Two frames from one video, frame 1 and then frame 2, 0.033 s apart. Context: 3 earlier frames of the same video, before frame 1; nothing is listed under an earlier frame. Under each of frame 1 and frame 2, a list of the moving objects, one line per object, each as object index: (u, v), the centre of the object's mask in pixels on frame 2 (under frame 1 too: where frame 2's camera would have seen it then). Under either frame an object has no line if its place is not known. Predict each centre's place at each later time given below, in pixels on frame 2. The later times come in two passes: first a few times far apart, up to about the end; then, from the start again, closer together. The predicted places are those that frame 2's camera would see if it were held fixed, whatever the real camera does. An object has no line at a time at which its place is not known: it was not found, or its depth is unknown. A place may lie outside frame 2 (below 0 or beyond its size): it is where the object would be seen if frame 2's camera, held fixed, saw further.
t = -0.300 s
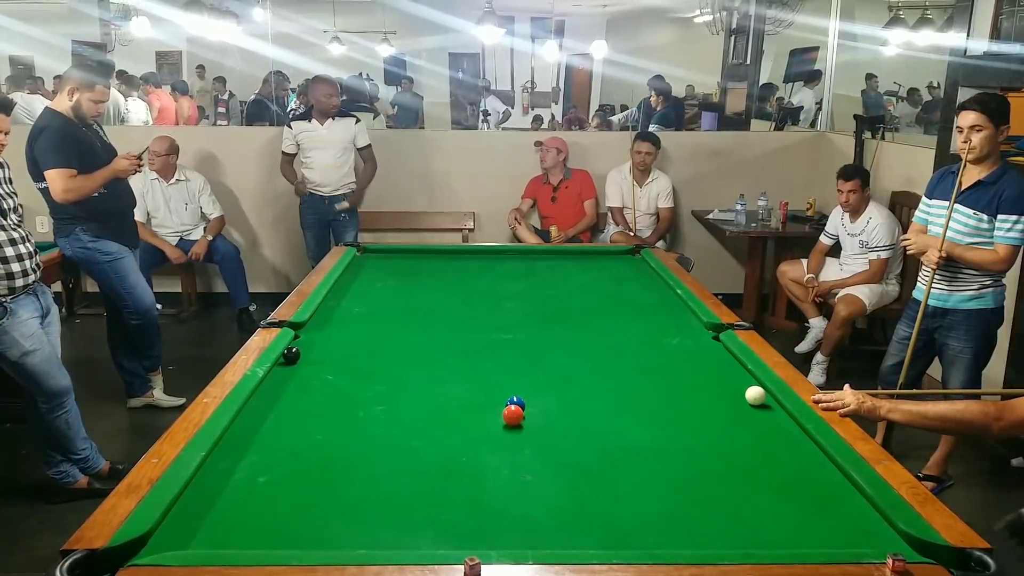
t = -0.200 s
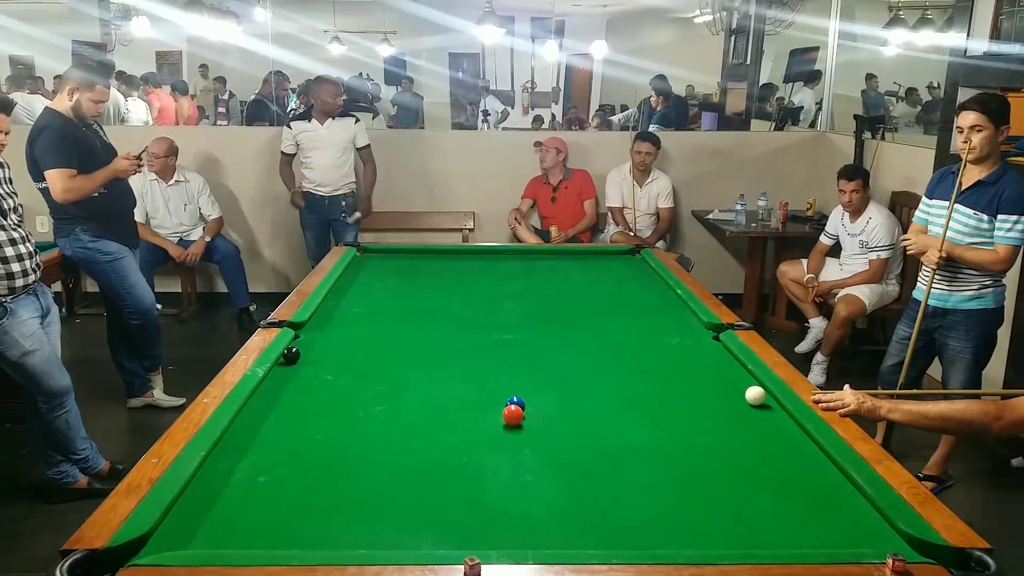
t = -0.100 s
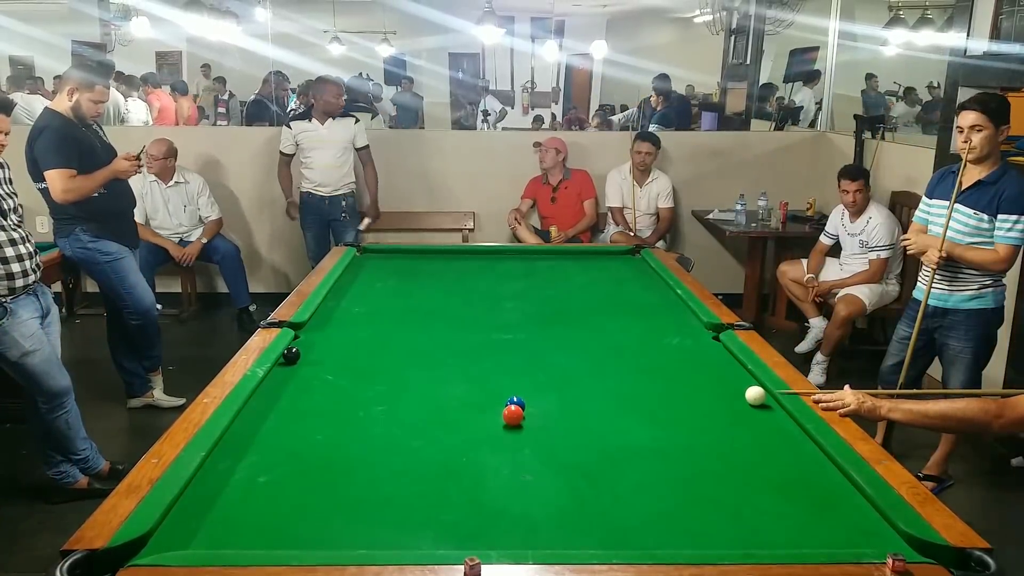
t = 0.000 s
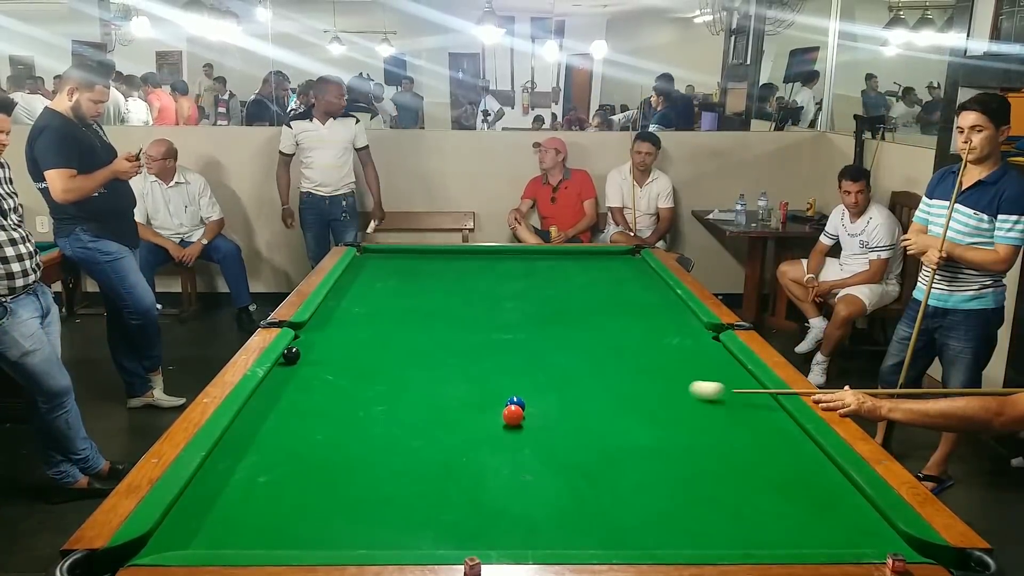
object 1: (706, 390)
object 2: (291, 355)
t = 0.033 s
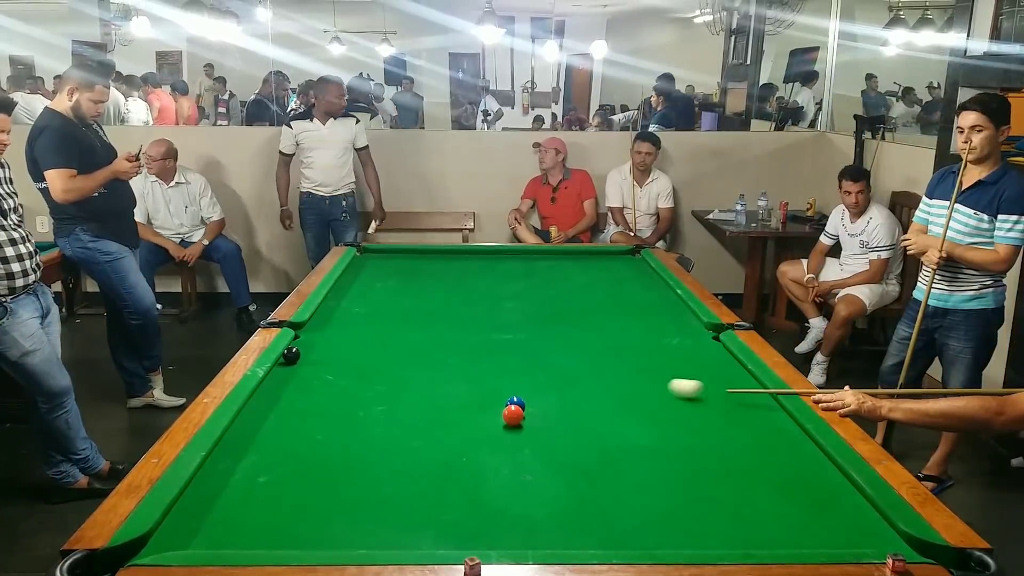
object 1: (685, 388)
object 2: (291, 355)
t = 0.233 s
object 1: (565, 376)
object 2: (291, 355)
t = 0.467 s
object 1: (439, 364)
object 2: (291, 355)
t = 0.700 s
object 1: (322, 354)
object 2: (291, 355)
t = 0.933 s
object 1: (310, 340)
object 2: (340, 358)
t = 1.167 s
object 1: (341, 330)
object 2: (397, 361)
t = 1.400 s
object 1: (369, 320)
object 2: (452, 365)
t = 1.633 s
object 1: (393, 313)
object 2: (507, 368)
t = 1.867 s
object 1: (414, 306)
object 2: (560, 371)
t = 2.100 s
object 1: (433, 299)
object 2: (611, 374)
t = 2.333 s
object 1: (449, 294)
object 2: (662, 377)
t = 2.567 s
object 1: (463, 289)
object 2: (711, 379)
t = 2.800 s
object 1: (475, 285)
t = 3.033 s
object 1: (487, 281)
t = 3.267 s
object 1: (496, 278)
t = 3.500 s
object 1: (505, 275)
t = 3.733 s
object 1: (512, 272)
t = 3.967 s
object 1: (519, 270)
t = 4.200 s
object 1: (525, 269)
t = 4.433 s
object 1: (530, 267)
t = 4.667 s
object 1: (534, 266)
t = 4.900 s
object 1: (537, 265)
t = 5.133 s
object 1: (540, 265)
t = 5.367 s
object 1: (541, 264)
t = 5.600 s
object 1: (542, 264)
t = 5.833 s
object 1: (542, 264)
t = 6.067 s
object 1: (542, 264)
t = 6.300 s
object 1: (542, 264)
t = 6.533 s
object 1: (542, 264)
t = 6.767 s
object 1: (542, 264)
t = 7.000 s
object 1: (542, 264)
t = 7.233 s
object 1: (542, 264)
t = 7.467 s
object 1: (542, 264)
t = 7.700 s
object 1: (542, 264)
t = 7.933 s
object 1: (542, 264)
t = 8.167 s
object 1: (542, 264)
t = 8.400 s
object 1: (542, 264)
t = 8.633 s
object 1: (542, 264)
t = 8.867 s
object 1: (542, 264)
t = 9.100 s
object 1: (542, 264)
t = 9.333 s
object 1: (542, 264)
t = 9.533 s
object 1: (542, 264)
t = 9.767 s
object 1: (542, 264)
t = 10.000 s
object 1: (542, 264)
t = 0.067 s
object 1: (664, 386)
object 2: (291, 355)
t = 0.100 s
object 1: (643, 384)
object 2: (291, 355)
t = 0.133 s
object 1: (624, 382)
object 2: (291, 355)
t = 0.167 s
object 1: (604, 380)
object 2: (291, 355)
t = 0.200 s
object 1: (584, 378)
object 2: (291, 355)
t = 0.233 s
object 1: (565, 376)
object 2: (291, 355)
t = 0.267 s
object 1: (546, 374)
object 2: (291, 355)
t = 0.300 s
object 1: (528, 373)
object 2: (291, 355)
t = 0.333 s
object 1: (510, 371)
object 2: (291, 355)
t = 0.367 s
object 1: (492, 369)
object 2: (291, 355)
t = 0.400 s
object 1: (474, 368)
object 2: (291, 355)
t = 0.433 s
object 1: (456, 366)
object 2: (291, 355)
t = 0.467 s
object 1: (439, 364)
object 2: (291, 355)
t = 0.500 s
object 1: (422, 363)
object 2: (291, 355)
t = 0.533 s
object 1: (405, 361)
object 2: (291, 355)
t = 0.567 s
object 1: (388, 360)
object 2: (291, 355)
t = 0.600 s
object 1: (371, 358)
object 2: (291, 355)
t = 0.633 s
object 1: (355, 357)
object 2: (291, 355)
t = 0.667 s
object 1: (338, 356)
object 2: (291, 355)
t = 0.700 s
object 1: (322, 354)
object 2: (291, 355)
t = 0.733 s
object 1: (310, 352)
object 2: (290, 356)
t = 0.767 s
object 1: (308, 349)
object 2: (297, 357)
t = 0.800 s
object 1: (304, 346)
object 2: (306, 357)
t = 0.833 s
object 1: (301, 345)
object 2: (315, 357)
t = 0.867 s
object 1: (300, 343)
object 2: (323, 357)
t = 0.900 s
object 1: (305, 341)
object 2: (332, 357)
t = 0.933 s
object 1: (310, 340)
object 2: (340, 358)
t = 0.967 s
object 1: (314, 339)
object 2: (348, 359)
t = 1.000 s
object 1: (319, 337)
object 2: (356, 359)
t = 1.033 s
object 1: (324, 335)
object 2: (364, 360)
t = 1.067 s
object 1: (328, 334)
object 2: (373, 360)
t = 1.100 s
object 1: (333, 332)
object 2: (380, 360)
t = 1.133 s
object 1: (337, 331)
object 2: (389, 361)
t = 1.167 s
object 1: (341, 330)
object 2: (397, 361)
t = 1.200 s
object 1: (346, 328)
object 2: (405, 362)
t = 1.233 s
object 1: (350, 327)
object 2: (413, 362)
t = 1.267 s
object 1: (354, 325)
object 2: (421, 363)
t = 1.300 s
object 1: (358, 324)
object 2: (429, 363)
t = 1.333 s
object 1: (361, 323)
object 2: (436, 363)
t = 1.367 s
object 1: (365, 322)
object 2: (445, 364)
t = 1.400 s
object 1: (369, 320)
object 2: (452, 365)
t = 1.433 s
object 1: (373, 319)
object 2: (460, 365)
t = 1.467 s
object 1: (376, 318)
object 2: (468, 366)
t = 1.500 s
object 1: (380, 317)
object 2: (476, 366)
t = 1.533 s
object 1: (383, 316)
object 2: (484, 367)
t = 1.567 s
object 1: (386, 315)
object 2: (492, 367)
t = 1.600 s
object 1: (390, 314)
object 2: (499, 368)
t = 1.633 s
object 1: (393, 313)
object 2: (507, 368)
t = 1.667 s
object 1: (396, 311)
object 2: (514, 368)
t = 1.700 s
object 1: (399, 310)
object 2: (522, 369)
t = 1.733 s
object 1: (403, 309)
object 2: (530, 369)
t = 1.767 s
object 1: (405, 308)
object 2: (537, 370)
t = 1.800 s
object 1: (408, 307)
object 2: (545, 370)
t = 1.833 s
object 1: (411, 307)
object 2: (553, 370)
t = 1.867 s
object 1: (414, 306)
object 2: (560, 371)
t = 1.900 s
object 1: (417, 305)
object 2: (567, 371)
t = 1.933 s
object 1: (420, 304)
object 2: (576, 372)
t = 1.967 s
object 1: (422, 303)
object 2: (582, 372)
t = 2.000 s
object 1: (425, 302)
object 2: (589, 373)
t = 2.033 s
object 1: (428, 301)
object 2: (597, 373)
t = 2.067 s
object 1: (430, 300)
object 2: (604, 374)
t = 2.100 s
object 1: (433, 299)
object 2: (611, 374)
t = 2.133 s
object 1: (435, 298)
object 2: (619, 374)
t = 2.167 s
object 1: (438, 298)
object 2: (626, 375)
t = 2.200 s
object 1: (440, 297)
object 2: (633, 375)
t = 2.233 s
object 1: (442, 296)
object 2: (640, 376)
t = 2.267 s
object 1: (445, 295)
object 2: (648, 376)
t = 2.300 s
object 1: (447, 295)
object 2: (655, 376)
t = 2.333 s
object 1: (449, 294)
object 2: (662, 377)
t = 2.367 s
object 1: (451, 293)
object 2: (669, 377)
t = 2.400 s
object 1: (453, 292)
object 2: (676, 377)
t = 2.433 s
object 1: (455, 292)
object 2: (683, 378)
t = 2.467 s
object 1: (457, 291)
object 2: (690, 378)
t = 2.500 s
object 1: (459, 290)
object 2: (697, 379)
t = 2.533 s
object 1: (461, 290)
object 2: (704, 379)
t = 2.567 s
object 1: (463, 289)
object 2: (711, 379)
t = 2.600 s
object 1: (465, 288)
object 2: (718, 380)
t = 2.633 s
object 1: (467, 288)
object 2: (725, 380)
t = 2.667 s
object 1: (468, 287)
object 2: (732, 381)
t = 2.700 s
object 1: (470, 286)
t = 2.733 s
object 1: (472, 286)
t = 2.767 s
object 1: (474, 285)
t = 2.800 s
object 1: (475, 285)
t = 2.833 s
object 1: (477, 284)
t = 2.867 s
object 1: (479, 284)
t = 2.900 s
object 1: (480, 283)
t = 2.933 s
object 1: (482, 283)
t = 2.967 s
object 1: (483, 282)
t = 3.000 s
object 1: (485, 282)
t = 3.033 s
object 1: (487, 281)
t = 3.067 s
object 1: (488, 280)
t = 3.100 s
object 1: (489, 280)
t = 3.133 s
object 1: (491, 280)
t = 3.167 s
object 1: (492, 279)
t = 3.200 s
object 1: (494, 279)
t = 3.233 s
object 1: (495, 278)
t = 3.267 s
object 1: (496, 278)
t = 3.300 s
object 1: (497, 277)
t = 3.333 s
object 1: (499, 277)
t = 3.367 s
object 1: (500, 276)
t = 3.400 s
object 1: (501, 276)
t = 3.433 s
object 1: (503, 276)
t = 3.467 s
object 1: (504, 275)
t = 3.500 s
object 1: (505, 275)
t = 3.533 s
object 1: (506, 274)
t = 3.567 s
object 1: (507, 274)
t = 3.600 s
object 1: (508, 274)
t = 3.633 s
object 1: (509, 273)
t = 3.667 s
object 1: (510, 273)
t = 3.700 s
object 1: (511, 273)
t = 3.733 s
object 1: (512, 272)
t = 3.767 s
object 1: (514, 272)
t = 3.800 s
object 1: (515, 272)
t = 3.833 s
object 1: (516, 272)
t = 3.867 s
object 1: (517, 271)
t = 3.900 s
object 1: (517, 271)
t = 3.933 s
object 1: (518, 271)
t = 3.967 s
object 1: (519, 270)
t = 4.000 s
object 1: (520, 270)
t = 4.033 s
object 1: (521, 270)
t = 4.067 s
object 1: (522, 270)
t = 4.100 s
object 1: (523, 269)
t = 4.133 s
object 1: (524, 269)
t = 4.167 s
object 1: (524, 269)
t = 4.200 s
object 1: (525, 269)
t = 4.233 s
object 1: (526, 269)
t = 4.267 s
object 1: (527, 268)
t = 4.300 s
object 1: (527, 268)
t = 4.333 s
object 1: (528, 268)
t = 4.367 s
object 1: (529, 268)
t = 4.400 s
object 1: (530, 267)
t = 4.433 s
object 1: (530, 267)
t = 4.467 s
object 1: (531, 267)
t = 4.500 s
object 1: (531, 267)
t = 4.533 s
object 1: (532, 267)
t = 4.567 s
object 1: (532, 267)
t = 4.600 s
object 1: (533, 266)
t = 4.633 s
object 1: (533, 266)
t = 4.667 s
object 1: (534, 266)
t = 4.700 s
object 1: (535, 266)
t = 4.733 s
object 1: (535, 266)
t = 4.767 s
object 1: (535, 266)
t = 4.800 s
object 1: (536, 266)
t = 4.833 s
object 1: (536, 265)
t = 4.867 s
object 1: (537, 265)
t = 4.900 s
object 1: (537, 265)
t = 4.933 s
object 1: (538, 265)
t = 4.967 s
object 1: (538, 265)
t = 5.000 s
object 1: (538, 265)
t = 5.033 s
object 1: (539, 265)
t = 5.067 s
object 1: (539, 265)
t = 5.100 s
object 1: (539, 265)
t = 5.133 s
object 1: (540, 265)
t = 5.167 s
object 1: (540, 265)
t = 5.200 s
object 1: (540, 265)
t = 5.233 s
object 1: (540, 265)
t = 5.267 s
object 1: (541, 265)
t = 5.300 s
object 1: (541, 265)
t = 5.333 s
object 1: (541, 264)
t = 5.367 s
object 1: (541, 264)
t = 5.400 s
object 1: (541, 264)
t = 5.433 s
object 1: (542, 264)
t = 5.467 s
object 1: (542, 264)
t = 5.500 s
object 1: (542, 264)
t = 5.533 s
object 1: (542, 264)
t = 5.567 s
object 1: (542, 264)
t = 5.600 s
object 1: (542, 264)
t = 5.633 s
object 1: (542, 264)
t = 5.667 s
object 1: (542, 264)
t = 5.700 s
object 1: (542, 264)
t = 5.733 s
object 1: (542, 264)
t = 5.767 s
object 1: (542, 264)
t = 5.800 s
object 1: (542, 264)
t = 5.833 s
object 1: (542, 264)
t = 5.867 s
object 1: (542, 264)
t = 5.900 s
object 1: (542, 264)
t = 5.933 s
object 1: (542, 264)
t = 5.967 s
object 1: (542, 264)
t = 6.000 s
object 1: (542, 264)
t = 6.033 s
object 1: (542, 264)
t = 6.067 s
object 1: (542, 264)
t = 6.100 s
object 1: (542, 264)
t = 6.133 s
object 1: (542, 264)
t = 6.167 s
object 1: (542, 264)
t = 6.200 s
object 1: (542, 264)
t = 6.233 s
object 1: (542, 264)
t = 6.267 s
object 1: (542, 264)
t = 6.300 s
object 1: (542, 264)
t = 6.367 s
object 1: (542, 264)
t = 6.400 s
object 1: (542, 264)
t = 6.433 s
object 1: (542, 264)
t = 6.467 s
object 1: (542, 264)
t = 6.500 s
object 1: (542, 264)
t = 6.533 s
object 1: (542, 264)
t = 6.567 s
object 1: (542, 264)
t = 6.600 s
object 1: (542, 264)
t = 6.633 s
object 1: (542, 264)
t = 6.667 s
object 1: (542, 264)
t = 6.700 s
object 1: (542, 264)
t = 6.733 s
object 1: (542, 264)
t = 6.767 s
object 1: (542, 264)
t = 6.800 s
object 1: (542, 264)
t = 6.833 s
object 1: (542, 264)
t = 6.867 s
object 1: (542, 264)
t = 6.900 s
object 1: (542, 264)
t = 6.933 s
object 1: (542, 264)
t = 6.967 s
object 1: (542, 264)
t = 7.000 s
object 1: (542, 264)
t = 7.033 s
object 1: (542, 264)
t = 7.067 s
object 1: (542, 264)
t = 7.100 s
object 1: (542, 264)
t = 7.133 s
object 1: (542, 264)
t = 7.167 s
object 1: (542, 264)
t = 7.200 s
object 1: (542, 264)
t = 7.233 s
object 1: (542, 264)
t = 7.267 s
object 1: (542, 264)
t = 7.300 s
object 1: (542, 264)
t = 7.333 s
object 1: (542, 264)
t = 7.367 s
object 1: (542, 264)
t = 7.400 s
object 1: (542, 264)
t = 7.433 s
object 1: (542, 264)
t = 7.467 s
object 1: (542, 264)
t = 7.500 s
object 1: (542, 264)
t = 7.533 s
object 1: (542, 264)
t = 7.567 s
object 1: (542, 264)
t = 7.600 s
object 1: (542, 264)
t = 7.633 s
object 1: (542, 264)
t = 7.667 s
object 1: (542, 264)
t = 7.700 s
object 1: (542, 264)
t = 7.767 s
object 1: (542, 264)
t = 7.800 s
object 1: (542, 264)
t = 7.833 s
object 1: (542, 264)
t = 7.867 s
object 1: (542, 264)
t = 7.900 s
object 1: (542, 264)
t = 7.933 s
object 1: (542, 264)
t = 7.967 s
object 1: (542, 264)
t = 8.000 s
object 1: (542, 264)
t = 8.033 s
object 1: (542, 264)
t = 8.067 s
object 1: (542, 264)
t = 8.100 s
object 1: (542, 264)
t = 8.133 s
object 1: (542, 264)
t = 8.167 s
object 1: (542, 264)
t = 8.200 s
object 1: (542, 264)
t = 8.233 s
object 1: (542, 264)
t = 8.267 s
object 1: (542, 264)
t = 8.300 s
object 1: (542, 264)
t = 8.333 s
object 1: (542, 264)
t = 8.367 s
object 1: (542, 264)
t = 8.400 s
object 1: (542, 264)
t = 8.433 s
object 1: (542, 264)
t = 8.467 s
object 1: (542, 264)
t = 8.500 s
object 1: (542, 264)
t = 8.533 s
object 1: (542, 264)
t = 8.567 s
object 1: (542, 264)
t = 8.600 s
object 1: (542, 264)
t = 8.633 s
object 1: (542, 264)
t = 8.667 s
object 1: (542, 264)
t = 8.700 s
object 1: (542, 264)
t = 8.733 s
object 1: (542, 264)
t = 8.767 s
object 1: (542, 264)
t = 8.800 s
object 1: (542, 264)
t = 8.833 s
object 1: (542, 264)
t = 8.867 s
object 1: (542, 264)
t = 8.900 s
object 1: (542, 264)
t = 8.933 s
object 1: (542, 264)
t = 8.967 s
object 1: (542, 264)
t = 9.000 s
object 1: (542, 264)
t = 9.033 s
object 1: (542, 264)
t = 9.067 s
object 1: (542, 264)
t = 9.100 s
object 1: (542, 264)
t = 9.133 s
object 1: (542, 264)
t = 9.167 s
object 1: (542, 264)
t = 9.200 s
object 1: (542, 264)
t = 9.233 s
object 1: (542, 264)
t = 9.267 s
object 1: (542, 264)
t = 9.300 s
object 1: (542, 264)
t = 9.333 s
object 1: (542, 264)
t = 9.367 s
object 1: (542, 264)
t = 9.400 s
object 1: (542, 264)
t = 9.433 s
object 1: (542, 264)
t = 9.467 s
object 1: (542, 264)
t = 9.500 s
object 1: (542, 264)
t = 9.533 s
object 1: (542, 264)
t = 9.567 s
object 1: (542, 264)
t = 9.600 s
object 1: (542, 264)
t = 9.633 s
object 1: (542, 264)
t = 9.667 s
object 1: (542, 264)
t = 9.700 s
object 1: (542, 264)
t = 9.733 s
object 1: (542, 264)
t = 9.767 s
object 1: (542, 264)
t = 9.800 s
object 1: (542, 264)
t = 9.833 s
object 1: (542, 264)
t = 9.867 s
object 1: (542, 264)
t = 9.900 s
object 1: (542, 264)
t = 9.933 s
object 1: (542, 264)
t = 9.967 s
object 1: (542, 264)
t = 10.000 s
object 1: (542, 264)
